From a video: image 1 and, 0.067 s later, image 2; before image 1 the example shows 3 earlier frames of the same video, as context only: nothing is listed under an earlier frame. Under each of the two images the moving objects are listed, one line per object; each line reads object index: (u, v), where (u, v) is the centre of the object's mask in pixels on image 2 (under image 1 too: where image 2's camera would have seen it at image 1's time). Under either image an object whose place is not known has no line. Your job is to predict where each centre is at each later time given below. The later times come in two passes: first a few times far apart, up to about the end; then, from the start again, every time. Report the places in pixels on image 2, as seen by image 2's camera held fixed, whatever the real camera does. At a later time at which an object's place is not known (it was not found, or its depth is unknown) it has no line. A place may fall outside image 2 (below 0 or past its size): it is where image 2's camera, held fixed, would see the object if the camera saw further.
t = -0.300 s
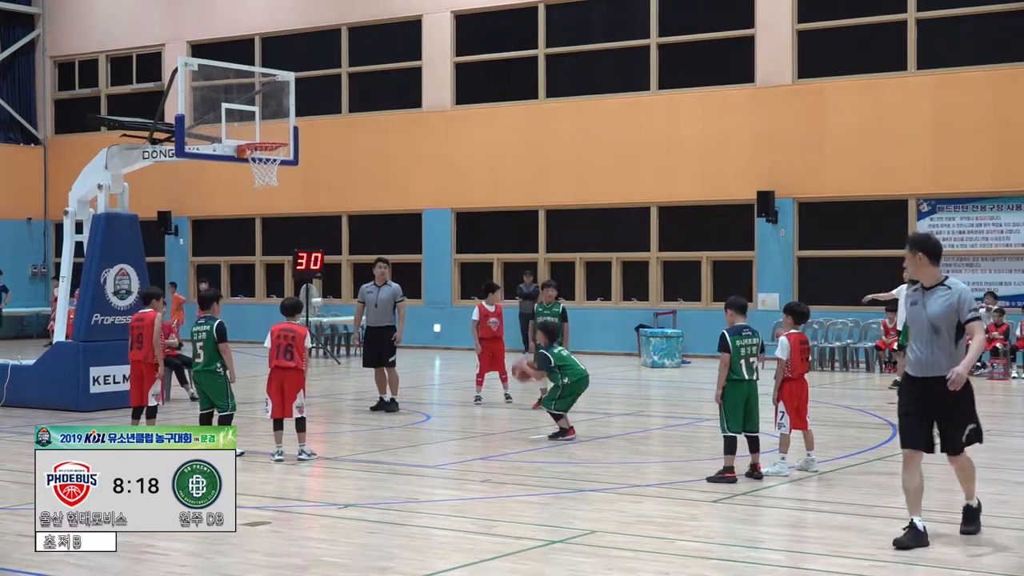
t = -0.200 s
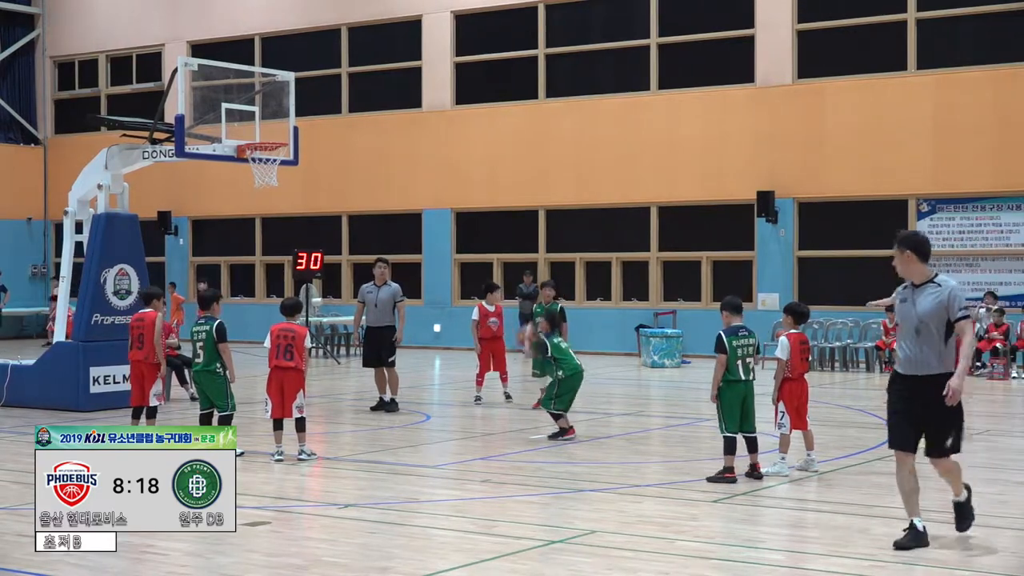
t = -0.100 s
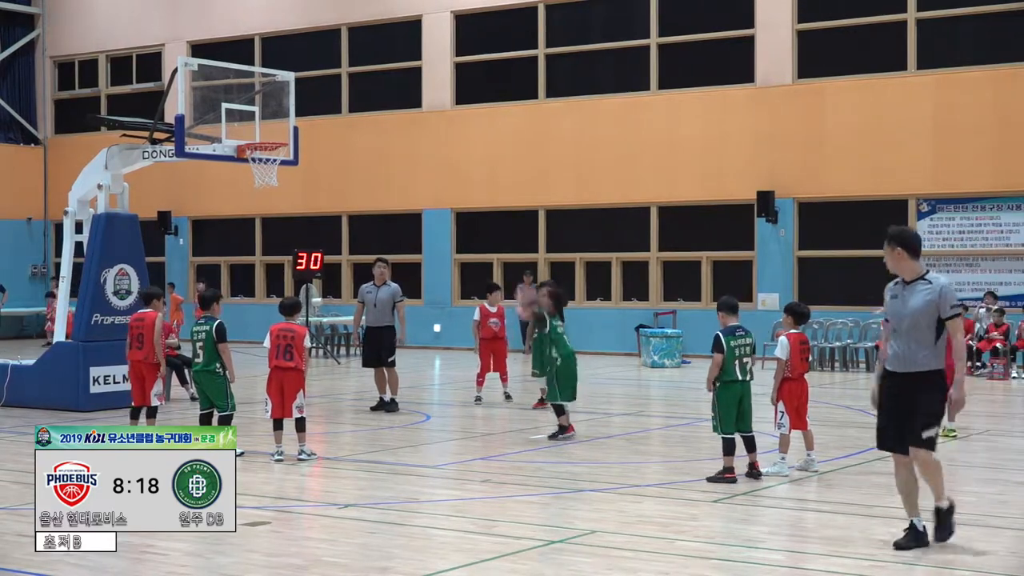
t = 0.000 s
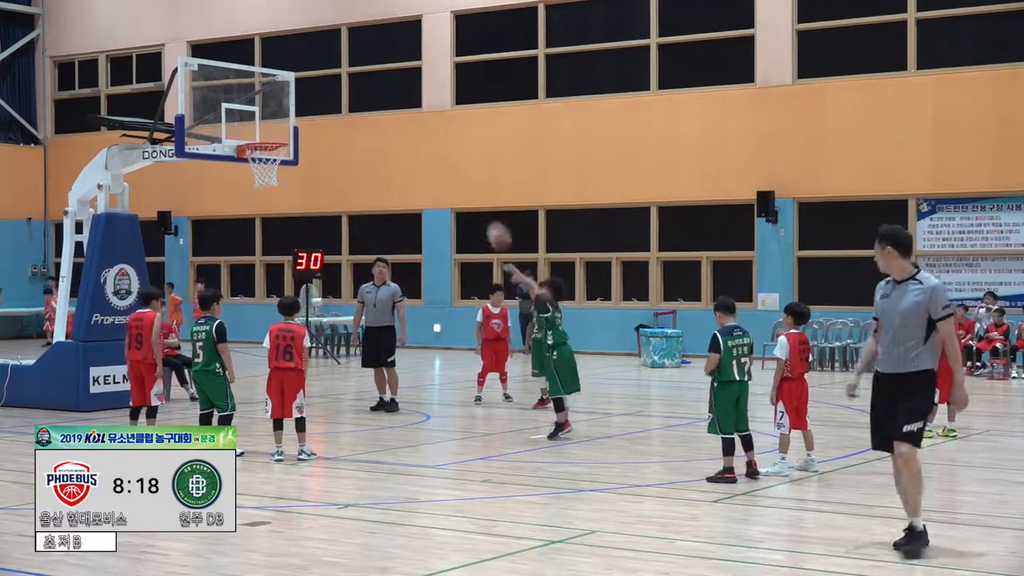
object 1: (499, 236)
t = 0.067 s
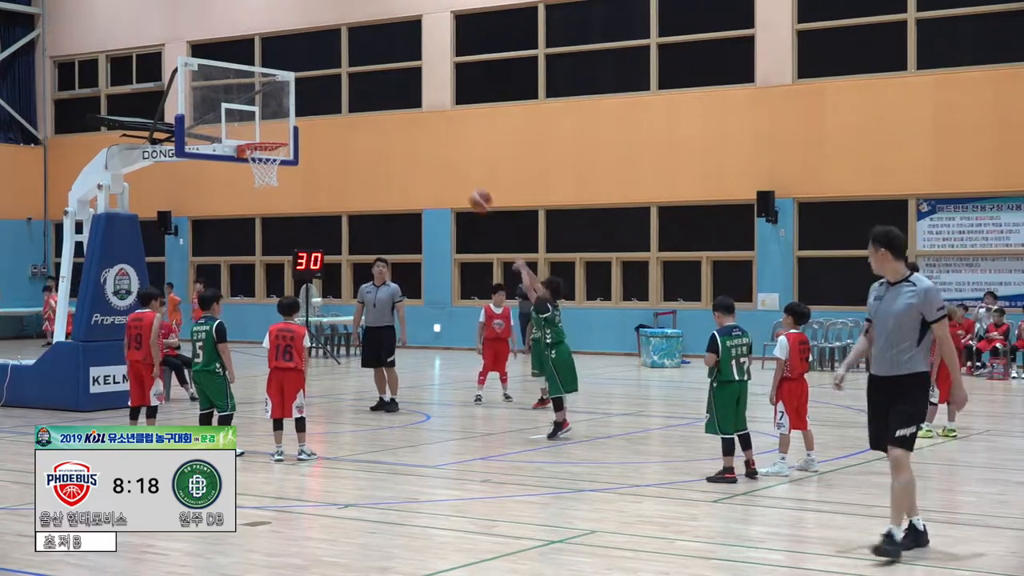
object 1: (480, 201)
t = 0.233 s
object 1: (434, 129)
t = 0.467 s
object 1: (374, 80)
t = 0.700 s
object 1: (318, 83)
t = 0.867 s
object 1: (280, 111)
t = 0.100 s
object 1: (471, 183)
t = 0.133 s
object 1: (461, 168)
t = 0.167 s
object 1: (452, 154)
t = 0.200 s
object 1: (443, 141)
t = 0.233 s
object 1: (434, 129)
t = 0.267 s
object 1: (425, 120)
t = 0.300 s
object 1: (416, 110)
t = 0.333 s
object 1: (408, 101)
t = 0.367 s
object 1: (399, 95)
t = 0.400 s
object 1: (391, 89)
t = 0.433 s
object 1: (382, 84)
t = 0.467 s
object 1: (374, 80)
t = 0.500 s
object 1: (366, 78)
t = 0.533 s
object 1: (358, 75)
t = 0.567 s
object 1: (350, 75)
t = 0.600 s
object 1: (341, 75)
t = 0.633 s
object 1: (333, 76)
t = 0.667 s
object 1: (325, 78)
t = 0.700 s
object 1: (318, 83)
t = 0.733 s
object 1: (311, 86)
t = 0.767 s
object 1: (304, 90)
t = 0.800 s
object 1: (296, 96)
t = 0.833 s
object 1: (288, 104)
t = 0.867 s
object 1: (280, 111)
